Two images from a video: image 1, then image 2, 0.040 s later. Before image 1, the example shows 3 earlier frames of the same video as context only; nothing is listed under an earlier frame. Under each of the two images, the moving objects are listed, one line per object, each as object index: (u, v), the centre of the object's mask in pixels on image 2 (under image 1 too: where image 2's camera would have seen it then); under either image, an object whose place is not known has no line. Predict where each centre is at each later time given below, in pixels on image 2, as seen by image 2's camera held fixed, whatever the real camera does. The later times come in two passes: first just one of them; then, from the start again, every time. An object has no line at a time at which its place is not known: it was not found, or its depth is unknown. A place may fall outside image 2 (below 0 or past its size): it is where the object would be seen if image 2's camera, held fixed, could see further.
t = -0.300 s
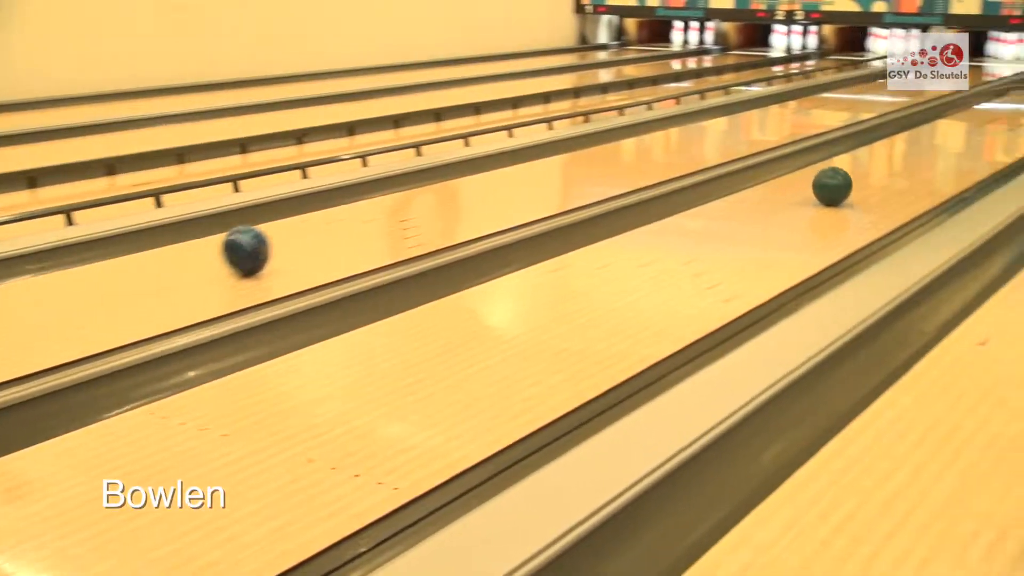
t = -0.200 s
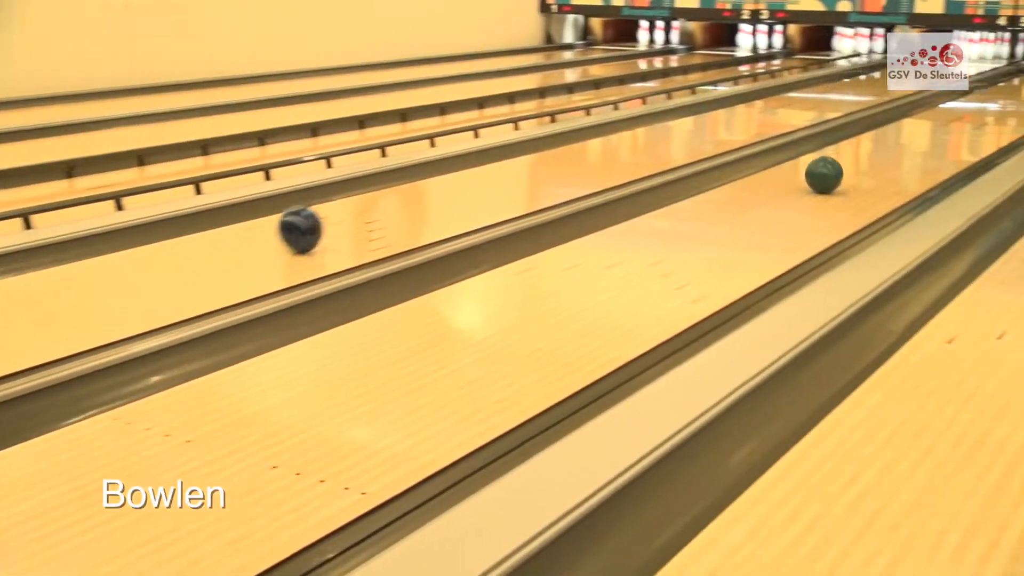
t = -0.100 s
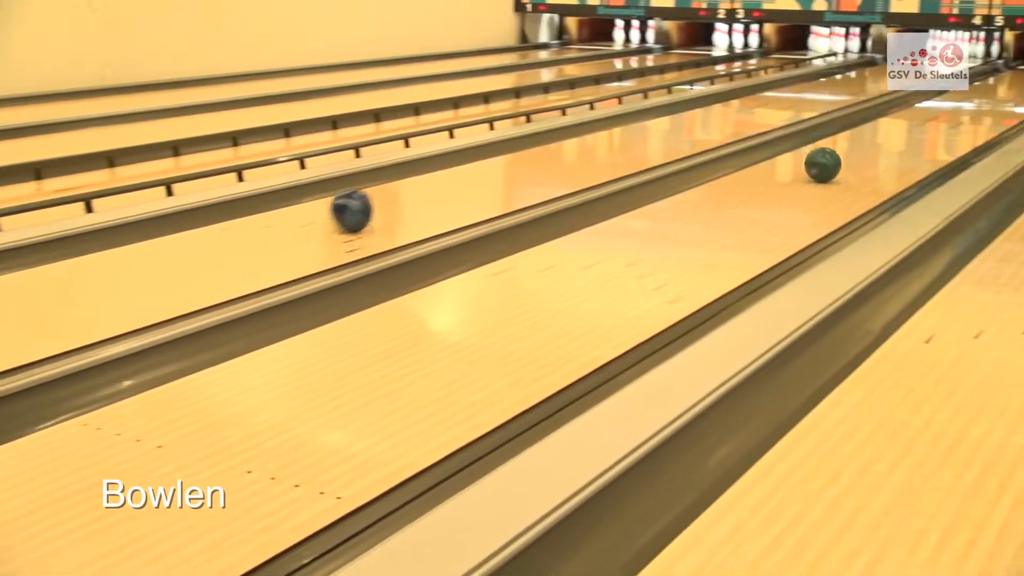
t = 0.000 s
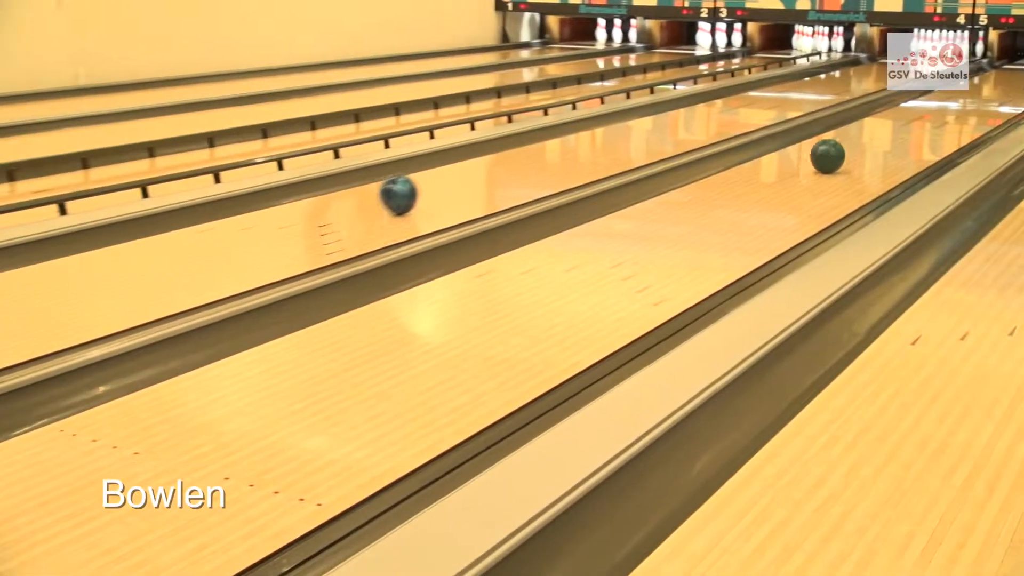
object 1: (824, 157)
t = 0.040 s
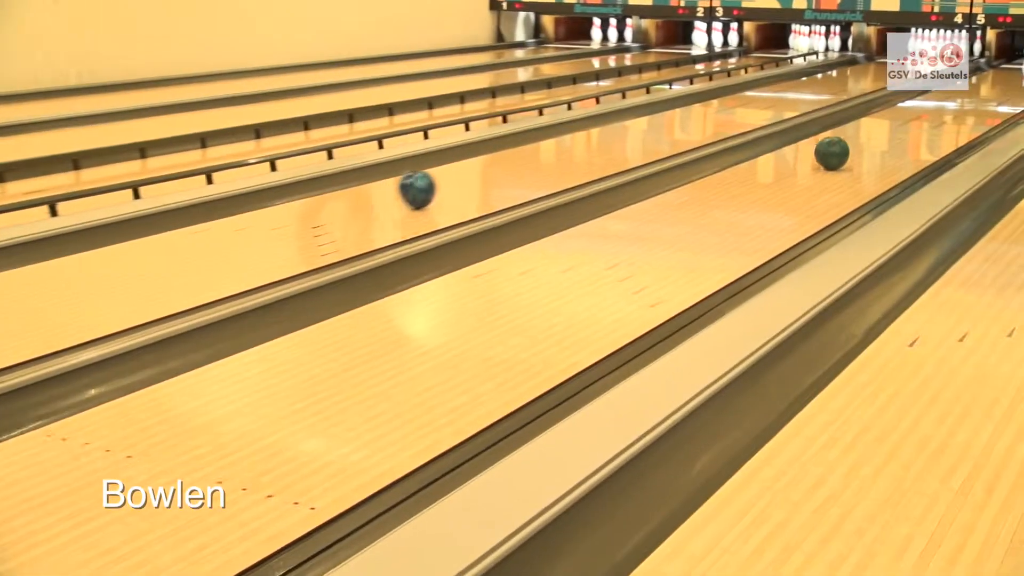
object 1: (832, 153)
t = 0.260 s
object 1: (871, 138)
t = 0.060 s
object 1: (836, 152)
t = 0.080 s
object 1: (840, 150)
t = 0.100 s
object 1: (843, 149)
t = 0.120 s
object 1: (847, 147)
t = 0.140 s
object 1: (850, 146)
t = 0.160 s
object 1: (854, 144)
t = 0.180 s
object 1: (858, 143)
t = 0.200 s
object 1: (861, 141)
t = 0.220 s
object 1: (864, 140)
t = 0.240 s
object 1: (868, 139)
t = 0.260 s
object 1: (871, 138)
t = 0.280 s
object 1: (874, 136)
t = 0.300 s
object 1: (877, 135)
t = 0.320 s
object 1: (881, 134)
